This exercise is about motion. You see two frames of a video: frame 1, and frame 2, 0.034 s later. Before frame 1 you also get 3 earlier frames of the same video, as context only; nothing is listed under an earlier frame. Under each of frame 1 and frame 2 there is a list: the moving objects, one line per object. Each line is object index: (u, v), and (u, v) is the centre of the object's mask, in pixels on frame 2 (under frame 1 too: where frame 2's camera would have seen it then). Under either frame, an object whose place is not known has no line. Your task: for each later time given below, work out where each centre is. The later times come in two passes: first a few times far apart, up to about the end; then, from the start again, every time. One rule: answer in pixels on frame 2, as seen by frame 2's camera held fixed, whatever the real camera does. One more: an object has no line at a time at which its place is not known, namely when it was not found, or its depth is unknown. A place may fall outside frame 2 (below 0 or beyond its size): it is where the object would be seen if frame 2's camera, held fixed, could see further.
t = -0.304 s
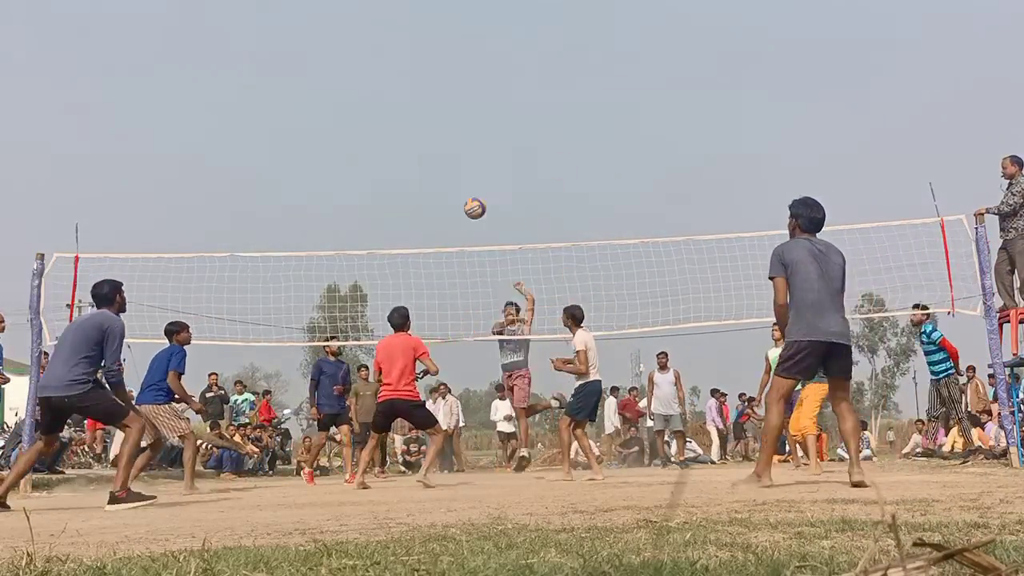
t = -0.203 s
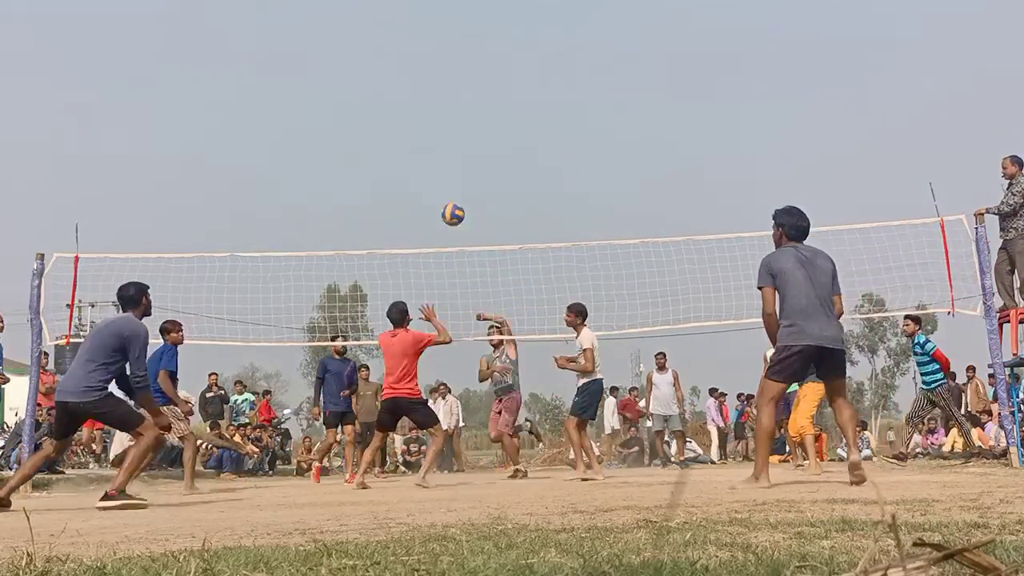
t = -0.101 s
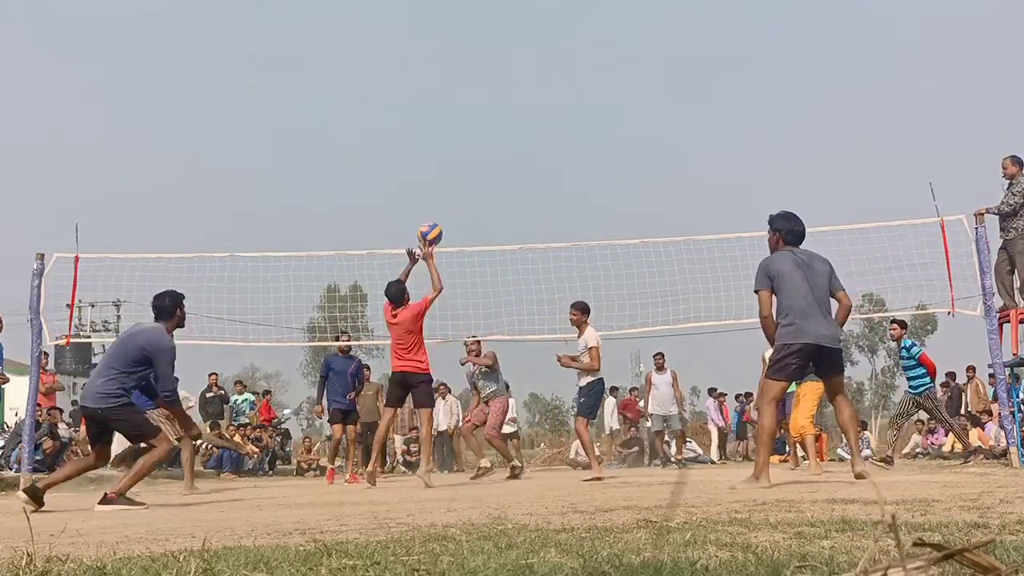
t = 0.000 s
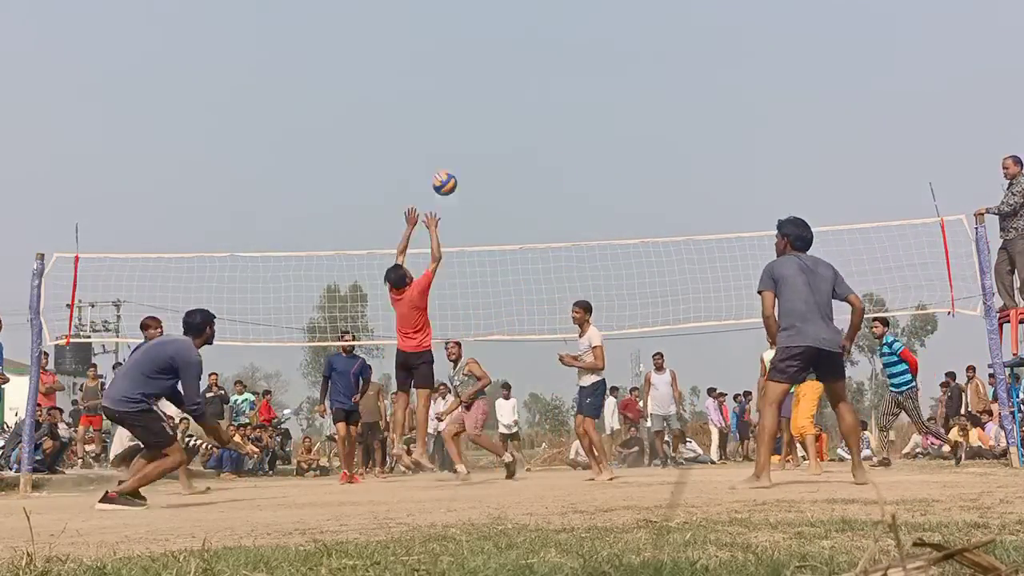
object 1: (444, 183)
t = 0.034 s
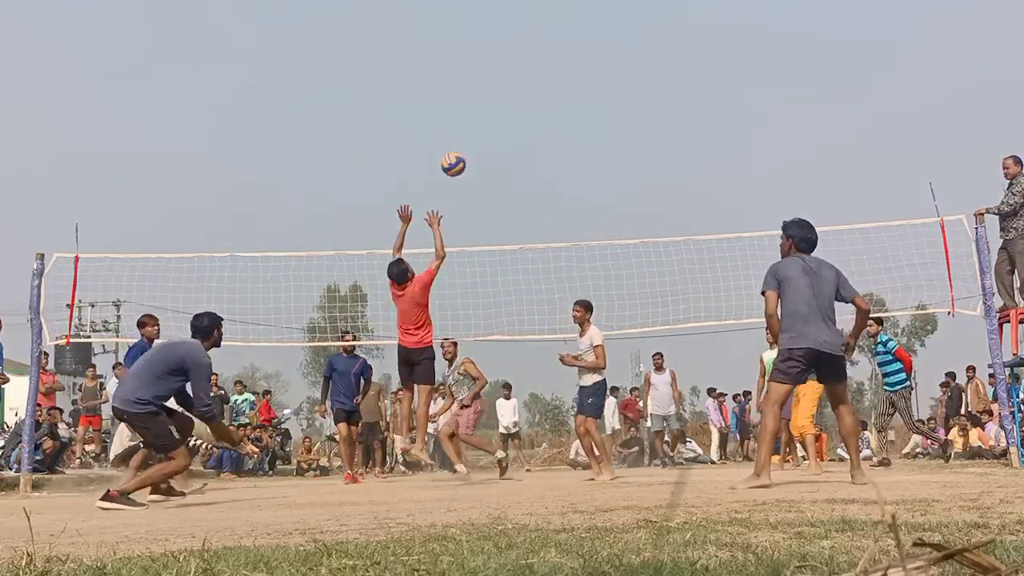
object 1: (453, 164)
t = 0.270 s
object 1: (513, 68)
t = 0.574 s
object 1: (594, 34)
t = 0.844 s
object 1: (668, 90)
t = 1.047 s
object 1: (725, 186)
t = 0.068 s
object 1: (462, 146)
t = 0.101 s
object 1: (471, 130)
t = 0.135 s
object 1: (479, 115)
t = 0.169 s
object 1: (488, 101)
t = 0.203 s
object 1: (496, 89)
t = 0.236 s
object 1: (505, 77)
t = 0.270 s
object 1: (513, 68)
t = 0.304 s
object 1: (522, 59)
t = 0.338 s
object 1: (531, 51)
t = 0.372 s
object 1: (540, 45)
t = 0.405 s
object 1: (549, 40)
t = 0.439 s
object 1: (558, 36)
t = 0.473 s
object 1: (567, 34)
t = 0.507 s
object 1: (576, 33)
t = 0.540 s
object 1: (585, 33)
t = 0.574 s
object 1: (594, 34)
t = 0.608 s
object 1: (603, 37)
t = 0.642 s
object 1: (612, 41)
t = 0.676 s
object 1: (621, 45)
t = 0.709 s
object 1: (630, 52)
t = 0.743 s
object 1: (640, 60)
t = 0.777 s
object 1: (649, 69)
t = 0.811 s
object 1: (658, 79)
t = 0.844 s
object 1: (668, 90)
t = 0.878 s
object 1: (677, 103)
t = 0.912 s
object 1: (687, 117)
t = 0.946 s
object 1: (696, 132)
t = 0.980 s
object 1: (706, 149)
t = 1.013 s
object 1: (715, 166)
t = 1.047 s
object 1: (725, 186)
